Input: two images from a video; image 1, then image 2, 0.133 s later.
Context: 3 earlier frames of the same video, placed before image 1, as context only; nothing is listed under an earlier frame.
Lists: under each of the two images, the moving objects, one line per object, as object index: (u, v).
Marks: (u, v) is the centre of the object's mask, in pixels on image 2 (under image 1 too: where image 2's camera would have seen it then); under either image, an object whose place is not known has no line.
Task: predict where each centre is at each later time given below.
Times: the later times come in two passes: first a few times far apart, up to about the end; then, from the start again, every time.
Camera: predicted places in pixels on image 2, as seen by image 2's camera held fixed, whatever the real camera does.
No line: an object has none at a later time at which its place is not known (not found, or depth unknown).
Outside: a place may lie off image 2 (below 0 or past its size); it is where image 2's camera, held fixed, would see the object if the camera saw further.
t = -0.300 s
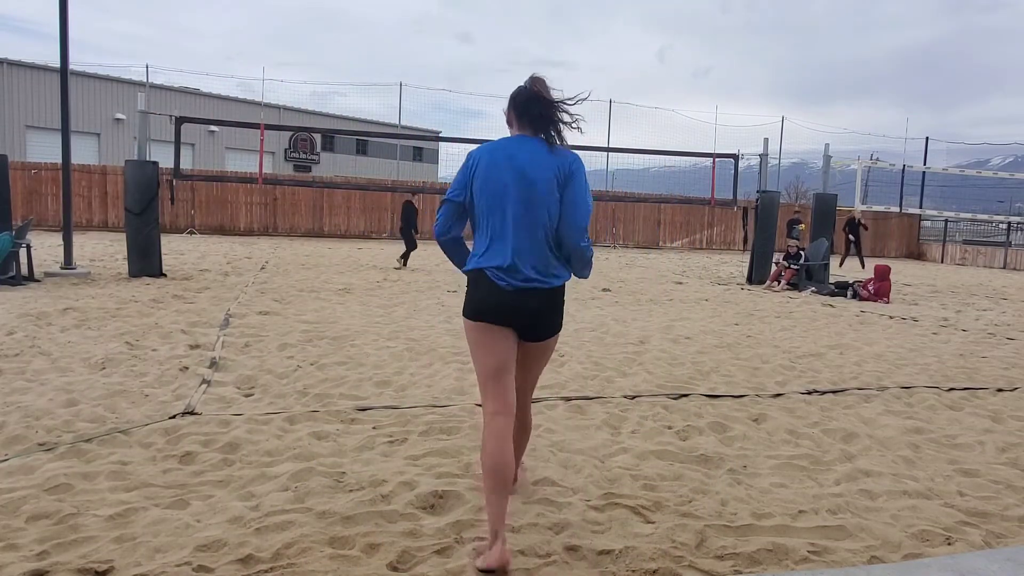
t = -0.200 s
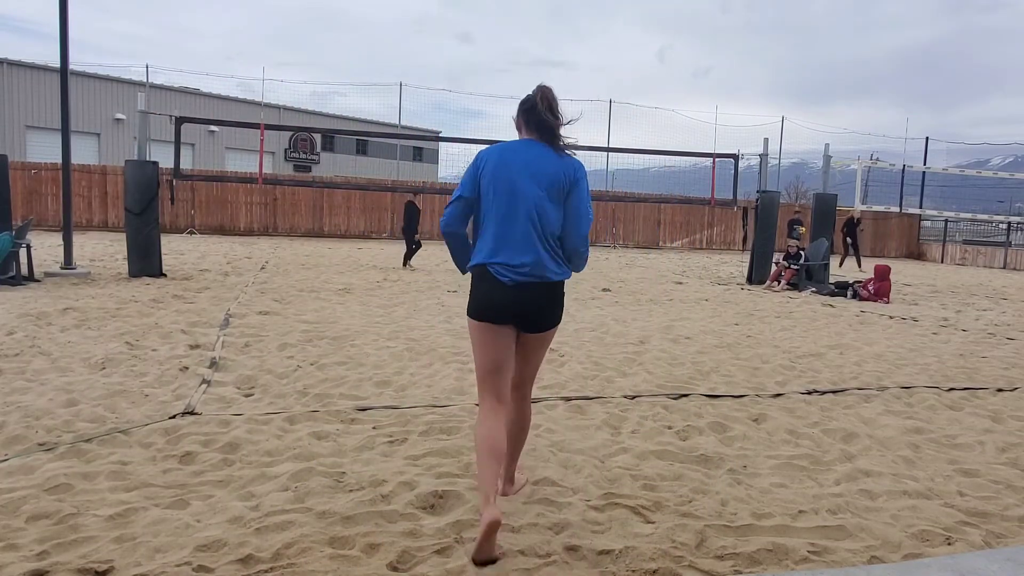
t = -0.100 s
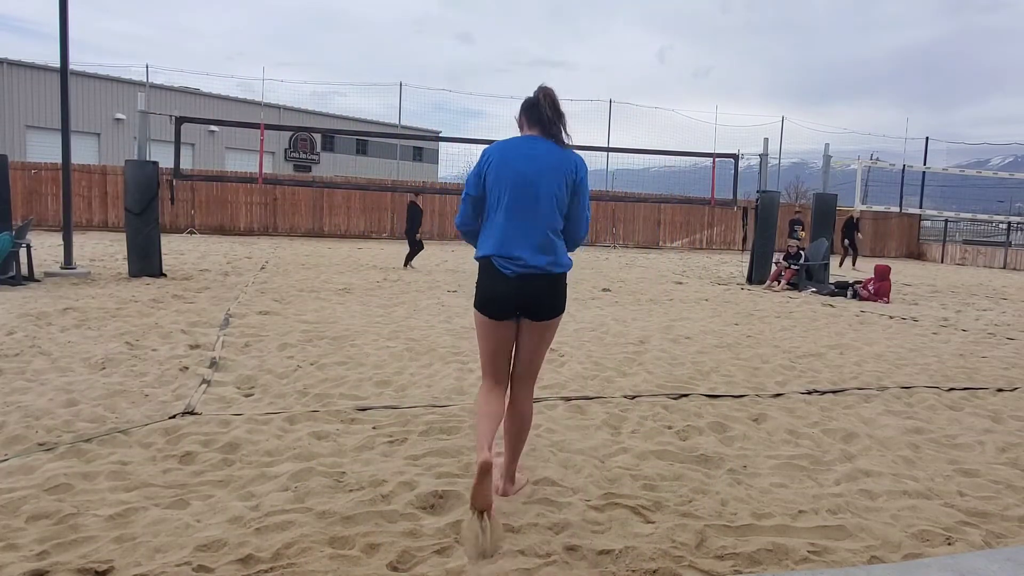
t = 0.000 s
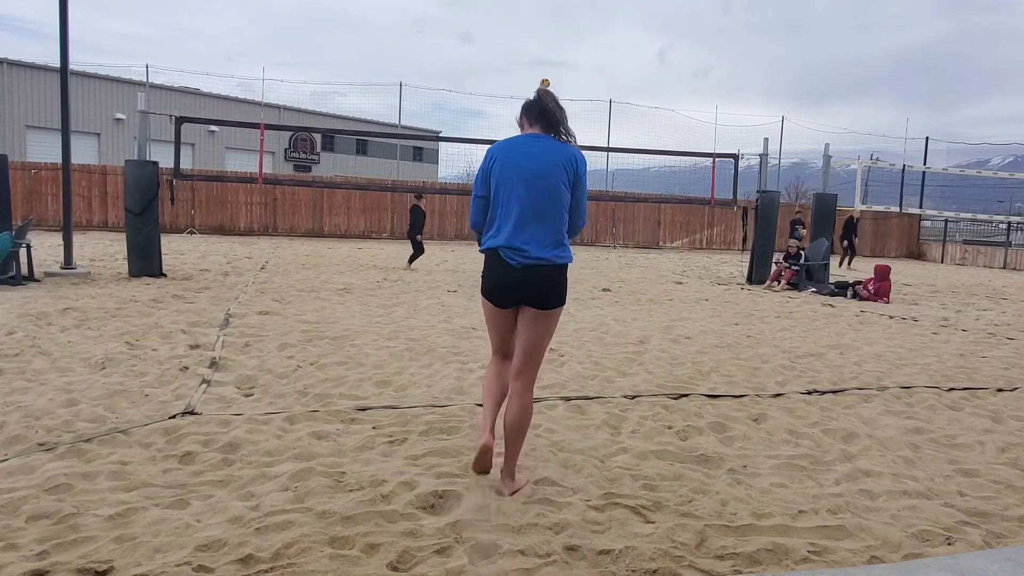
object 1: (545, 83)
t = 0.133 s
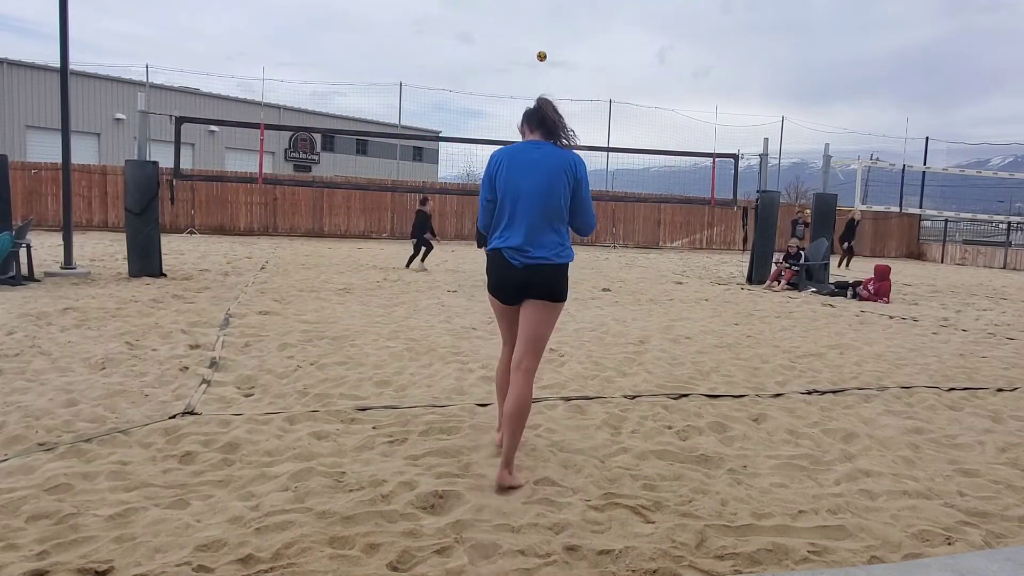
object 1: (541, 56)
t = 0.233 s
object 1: (539, 41)
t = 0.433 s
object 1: (534, 25)
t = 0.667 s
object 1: (528, 34)
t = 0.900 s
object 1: (523, 75)
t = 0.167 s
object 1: (540, 51)
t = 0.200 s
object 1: (540, 46)
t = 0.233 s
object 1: (539, 41)
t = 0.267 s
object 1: (538, 37)
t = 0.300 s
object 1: (537, 34)
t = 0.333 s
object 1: (536, 31)
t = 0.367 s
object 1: (535, 29)
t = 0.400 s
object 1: (535, 27)
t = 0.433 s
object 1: (534, 25)
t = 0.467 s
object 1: (533, 25)
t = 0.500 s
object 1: (532, 24)
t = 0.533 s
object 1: (531, 25)
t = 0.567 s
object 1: (531, 26)
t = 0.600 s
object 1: (530, 28)
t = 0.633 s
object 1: (529, 30)
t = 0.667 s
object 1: (528, 34)
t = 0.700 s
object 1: (527, 37)
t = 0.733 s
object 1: (527, 42)
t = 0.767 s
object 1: (526, 47)
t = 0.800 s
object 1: (525, 53)
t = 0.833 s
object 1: (524, 60)
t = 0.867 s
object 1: (523, 67)
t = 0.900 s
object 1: (523, 75)
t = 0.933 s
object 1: (522, 84)
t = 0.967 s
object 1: (521, 94)
